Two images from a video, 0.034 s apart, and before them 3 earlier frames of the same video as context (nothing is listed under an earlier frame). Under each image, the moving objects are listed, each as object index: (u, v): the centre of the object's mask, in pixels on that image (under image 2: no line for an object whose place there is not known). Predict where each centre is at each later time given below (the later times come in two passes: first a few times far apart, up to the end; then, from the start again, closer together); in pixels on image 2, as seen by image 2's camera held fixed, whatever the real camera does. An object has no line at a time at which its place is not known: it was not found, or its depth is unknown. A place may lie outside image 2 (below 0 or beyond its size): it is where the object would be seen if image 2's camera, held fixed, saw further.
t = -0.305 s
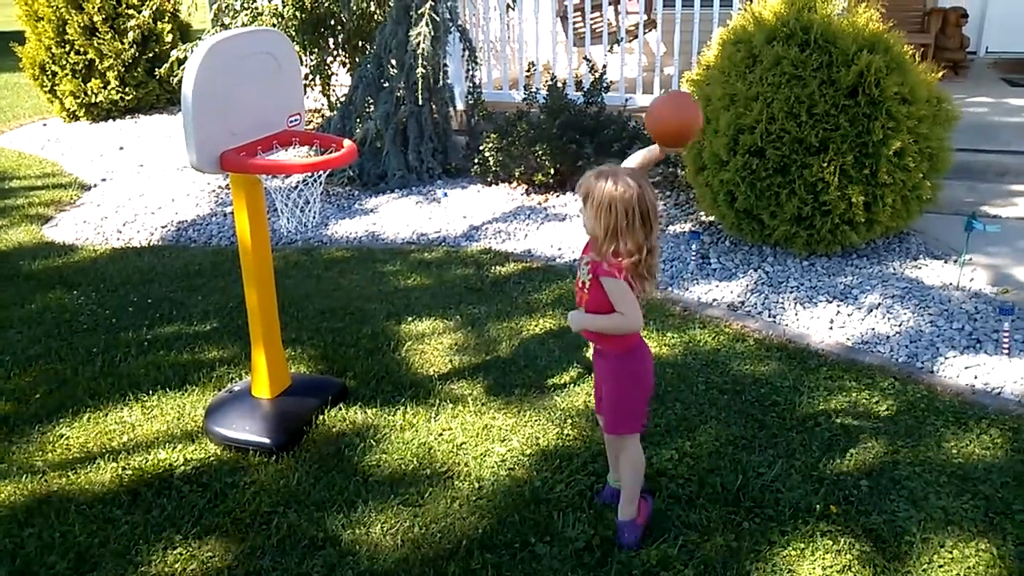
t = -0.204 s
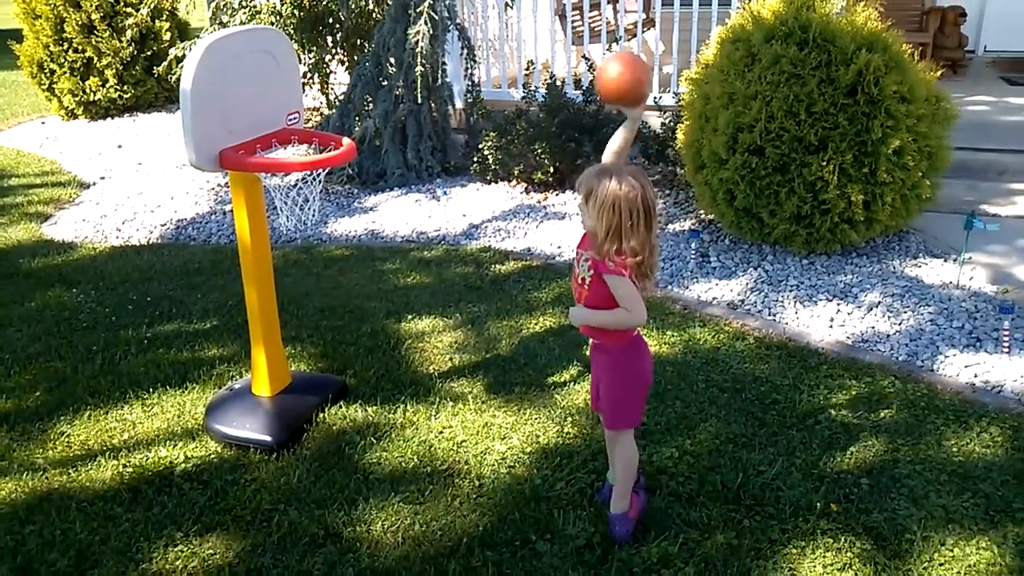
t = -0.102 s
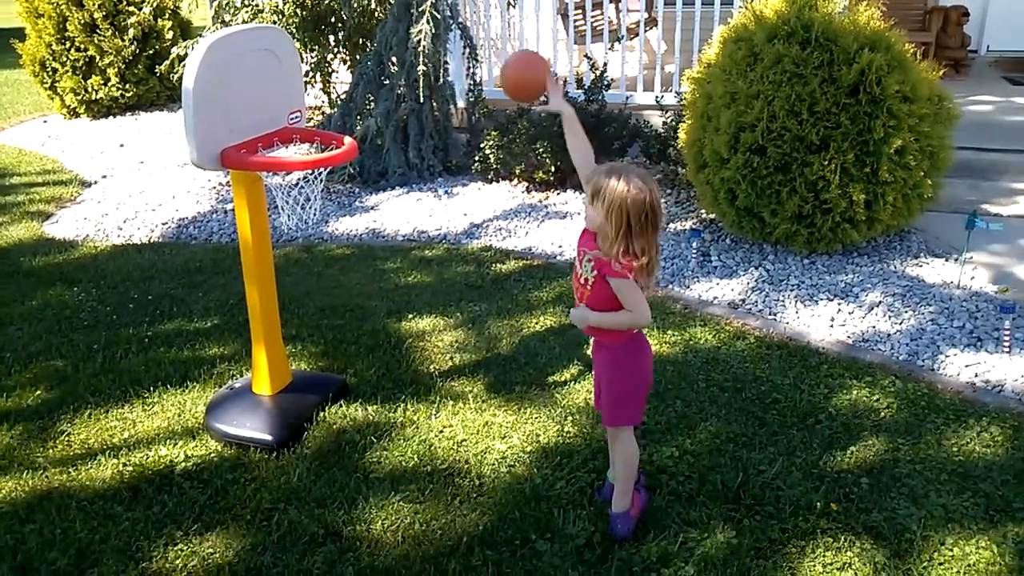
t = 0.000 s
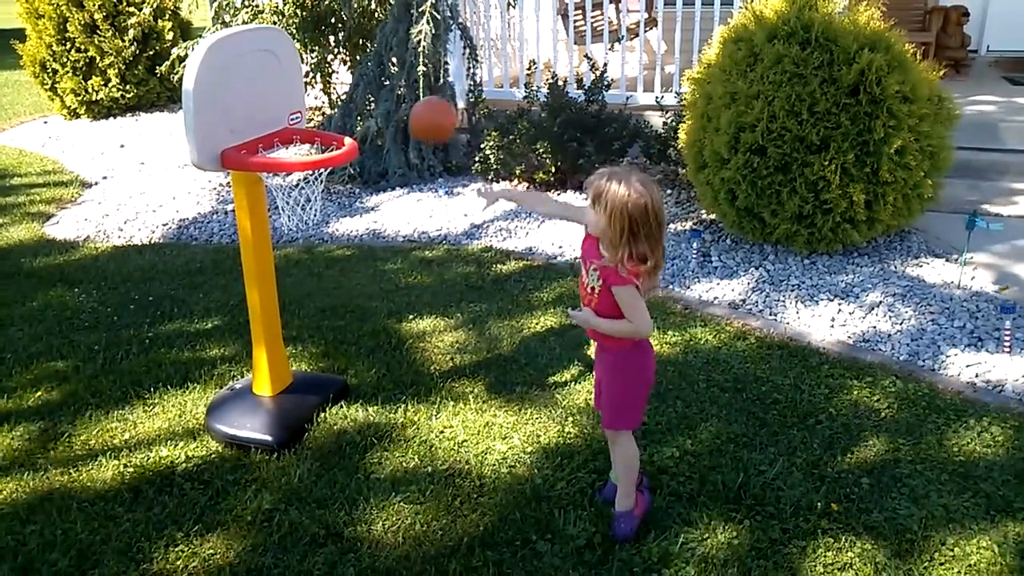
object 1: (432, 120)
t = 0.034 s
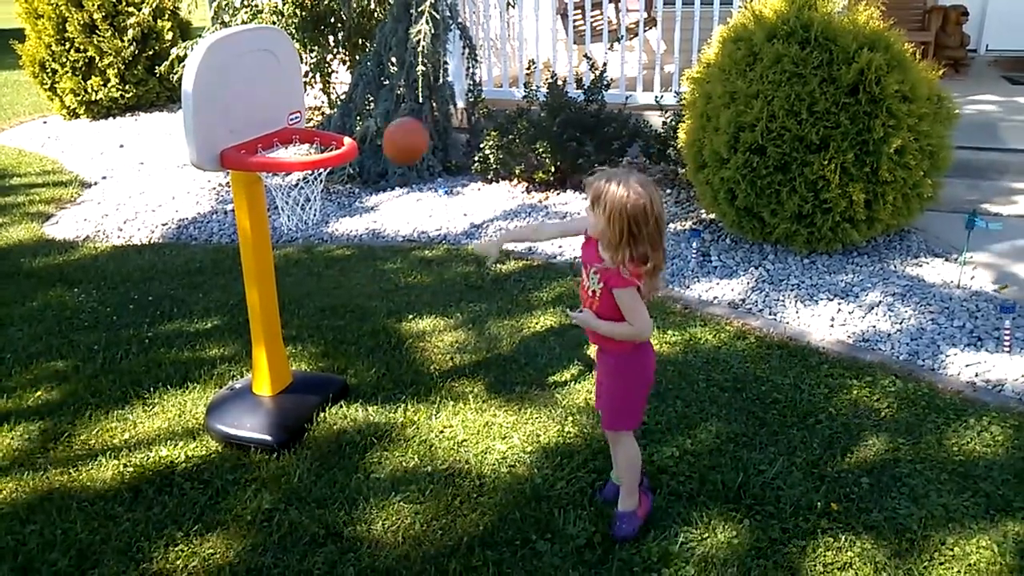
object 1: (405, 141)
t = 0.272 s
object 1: (285, 333)
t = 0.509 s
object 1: (215, 285)
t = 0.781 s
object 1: (185, 305)
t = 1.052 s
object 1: (154, 298)
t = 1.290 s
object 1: (127, 284)
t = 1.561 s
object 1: (107, 275)
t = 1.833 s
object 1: (91, 270)
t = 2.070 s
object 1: (87, 268)
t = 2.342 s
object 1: (87, 268)
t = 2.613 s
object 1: (87, 268)
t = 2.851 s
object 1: (88, 268)
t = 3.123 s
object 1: (87, 268)
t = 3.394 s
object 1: (87, 268)
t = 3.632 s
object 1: (87, 268)
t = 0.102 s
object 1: (359, 189)
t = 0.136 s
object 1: (338, 216)
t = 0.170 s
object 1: (318, 246)
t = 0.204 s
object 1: (301, 274)
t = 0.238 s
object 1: (291, 304)
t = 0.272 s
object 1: (285, 333)
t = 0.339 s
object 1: (242, 357)
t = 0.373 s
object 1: (238, 339)
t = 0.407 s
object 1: (232, 321)
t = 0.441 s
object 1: (226, 306)
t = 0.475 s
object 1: (221, 294)
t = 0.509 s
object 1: (215, 285)
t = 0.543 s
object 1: (209, 279)
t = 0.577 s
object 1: (204, 276)
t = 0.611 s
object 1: (200, 275)
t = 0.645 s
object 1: (196, 276)
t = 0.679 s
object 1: (193, 279)
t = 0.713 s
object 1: (189, 286)
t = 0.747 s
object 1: (187, 293)
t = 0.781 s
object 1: (185, 305)
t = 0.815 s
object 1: (185, 317)
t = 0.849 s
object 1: (179, 311)
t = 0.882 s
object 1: (174, 304)
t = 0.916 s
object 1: (168, 298)
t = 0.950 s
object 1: (164, 295)
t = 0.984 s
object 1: (160, 295)
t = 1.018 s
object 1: (157, 295)
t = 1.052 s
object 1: (154, 298)
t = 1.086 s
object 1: (150, 296)
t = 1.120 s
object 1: (145, 293)
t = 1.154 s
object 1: (141, 290)
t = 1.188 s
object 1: (138, 288)
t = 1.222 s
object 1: (135, 288)
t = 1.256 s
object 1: (132, 287)
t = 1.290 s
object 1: (127, 284)
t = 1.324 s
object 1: (124, 282)
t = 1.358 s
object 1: (122, 281)
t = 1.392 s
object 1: (119, 280)
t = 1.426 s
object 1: (116, 278)
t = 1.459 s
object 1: (114, 278)
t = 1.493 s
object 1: (111, 276)
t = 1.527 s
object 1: (108, 275)
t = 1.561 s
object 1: (107, 275)
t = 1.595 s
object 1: (104, 273)
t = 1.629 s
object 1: (102, 272)
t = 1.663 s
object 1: (100, 272)
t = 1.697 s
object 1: (98, 272)
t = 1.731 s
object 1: (96, 271)
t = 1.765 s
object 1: (94, 271)
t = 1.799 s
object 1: (92, 270)
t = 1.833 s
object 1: (91, 270)
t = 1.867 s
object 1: (89, 269)
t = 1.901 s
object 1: (88, 268)
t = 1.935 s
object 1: (87, 268)
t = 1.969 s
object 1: (87, 268)
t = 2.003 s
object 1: (86, 268)
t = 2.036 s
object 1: (87, 268)
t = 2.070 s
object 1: (87, 268)
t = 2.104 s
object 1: (88, 268)
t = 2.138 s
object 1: (87, 268)
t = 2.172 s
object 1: (87, 268)
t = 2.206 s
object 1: (87, 268)
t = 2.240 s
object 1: (87, 268)
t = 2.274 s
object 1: (87, 268)
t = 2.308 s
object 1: (87, 268)
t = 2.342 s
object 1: (87, 268)
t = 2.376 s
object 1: (87, 268)
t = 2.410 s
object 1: (87, 268)
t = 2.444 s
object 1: (87, 268)
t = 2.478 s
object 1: (87, 268)
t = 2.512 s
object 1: (87, 268)
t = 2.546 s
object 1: (87, 268)
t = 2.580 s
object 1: (87, 268)
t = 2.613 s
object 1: (87, 268)
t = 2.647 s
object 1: (87, 268)
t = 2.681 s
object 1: (87, 268)
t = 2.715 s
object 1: (87, 268)
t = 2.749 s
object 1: (88, 268)
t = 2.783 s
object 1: (88, 268)
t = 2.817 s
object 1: (88, 268)
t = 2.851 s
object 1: (88, 268)
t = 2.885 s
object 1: (87, 268)
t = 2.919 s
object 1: (88, 268)
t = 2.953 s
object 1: (88, 268)
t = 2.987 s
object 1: (88, 268)
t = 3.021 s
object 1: (88, 268)
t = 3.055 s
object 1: (87, 268)
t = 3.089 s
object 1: (88, 268)
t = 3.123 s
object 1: (87, 268)
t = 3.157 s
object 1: (87, 268)
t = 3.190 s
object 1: (87, 268)
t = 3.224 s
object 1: (87, 268)
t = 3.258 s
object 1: (88, 268)
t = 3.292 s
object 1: (88, 268)
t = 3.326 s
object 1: (87, 268)
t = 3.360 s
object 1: (87, 268)
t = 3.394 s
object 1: (87, 268)
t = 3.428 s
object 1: (88, 268)
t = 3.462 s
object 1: (87, 268)
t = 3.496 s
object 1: (87, 267)
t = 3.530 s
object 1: (87, 268)
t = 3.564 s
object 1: (87, 268)
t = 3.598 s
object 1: (87, 268)
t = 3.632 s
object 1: (87, 268)
